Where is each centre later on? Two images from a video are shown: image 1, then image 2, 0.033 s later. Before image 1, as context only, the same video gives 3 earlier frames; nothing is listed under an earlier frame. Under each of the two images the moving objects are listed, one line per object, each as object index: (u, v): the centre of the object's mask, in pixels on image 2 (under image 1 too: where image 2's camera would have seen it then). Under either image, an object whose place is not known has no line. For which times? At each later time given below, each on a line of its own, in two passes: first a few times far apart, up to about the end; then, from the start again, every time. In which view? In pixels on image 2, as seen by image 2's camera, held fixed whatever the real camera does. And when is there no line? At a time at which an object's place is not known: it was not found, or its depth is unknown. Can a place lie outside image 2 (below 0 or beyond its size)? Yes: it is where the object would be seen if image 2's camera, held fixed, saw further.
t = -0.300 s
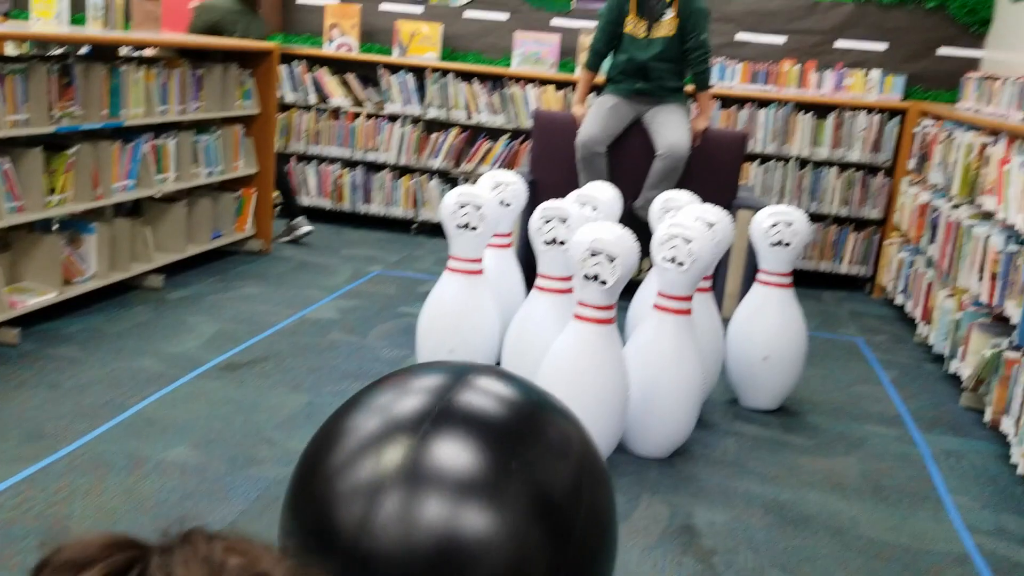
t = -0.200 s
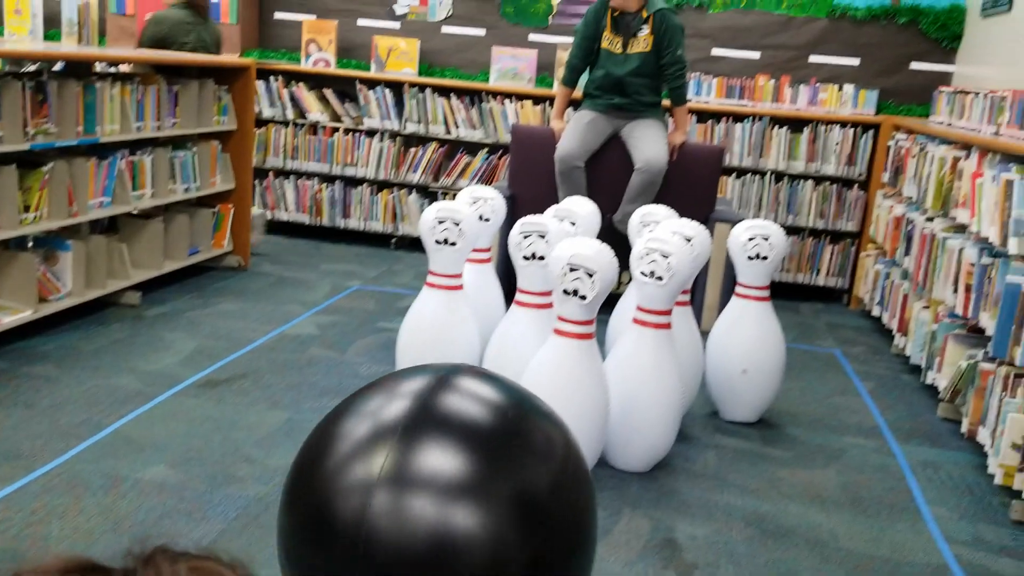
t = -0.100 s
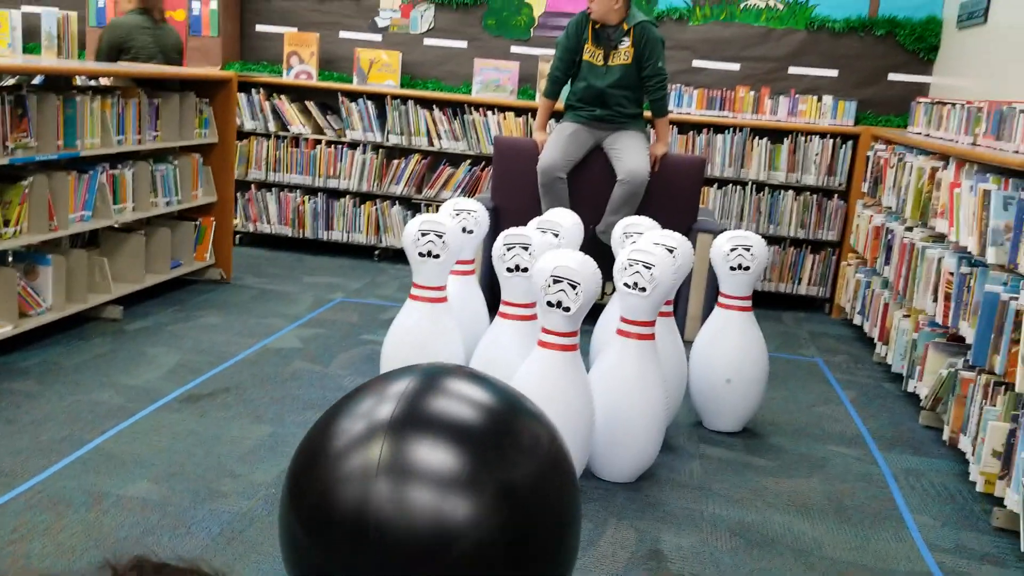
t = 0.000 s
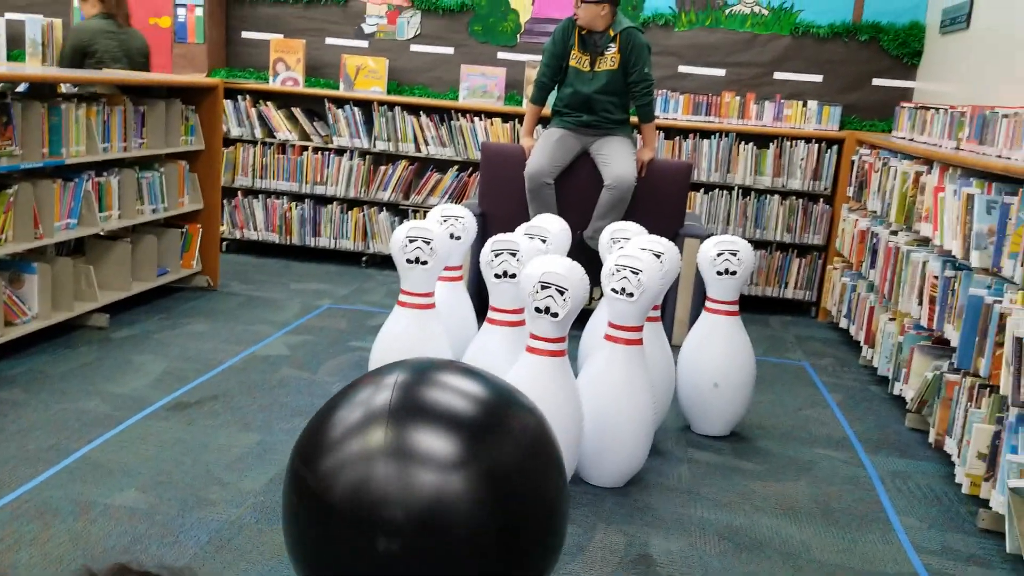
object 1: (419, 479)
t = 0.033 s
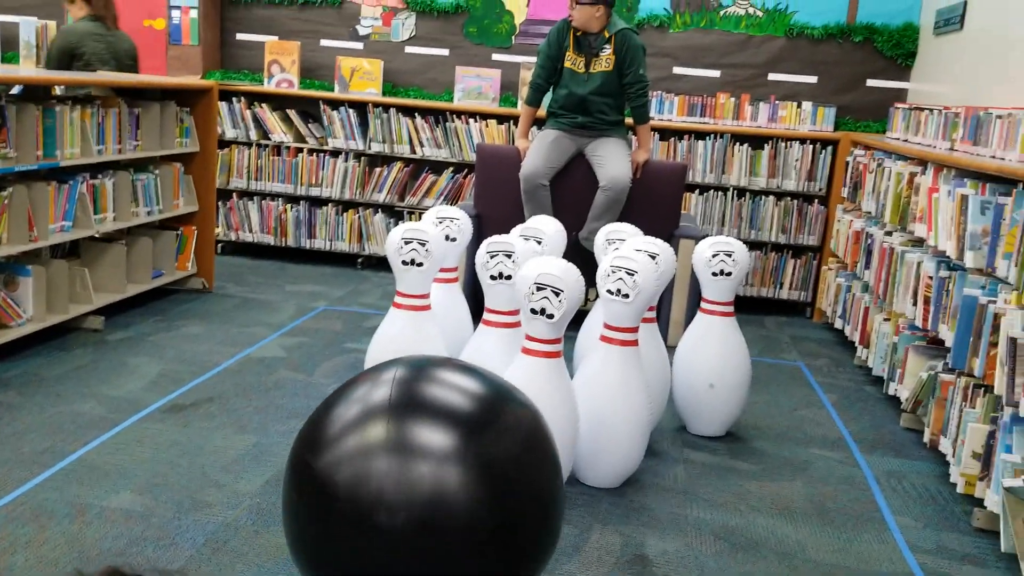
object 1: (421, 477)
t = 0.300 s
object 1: (432, 445)
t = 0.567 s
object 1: (428, 418)
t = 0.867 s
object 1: (398, 400)
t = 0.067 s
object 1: (422, 472)
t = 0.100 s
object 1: (424, 467)
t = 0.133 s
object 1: (425, 463)
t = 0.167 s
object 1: (419, 459)
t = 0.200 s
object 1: (426, 455)
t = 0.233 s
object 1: (428, 452)
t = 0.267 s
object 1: (430, 449)
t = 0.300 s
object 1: (432, 445)
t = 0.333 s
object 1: (434, 442)
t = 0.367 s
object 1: (435, 439)
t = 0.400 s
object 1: (436, 434)
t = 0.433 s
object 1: (435, 429)
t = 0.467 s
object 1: (434, 427)
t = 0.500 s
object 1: (431, 425)
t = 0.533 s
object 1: (429, 422)
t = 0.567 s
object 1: (428, 418)
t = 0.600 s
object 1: (427, 415)
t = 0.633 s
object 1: (424, 413)
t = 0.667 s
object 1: (421, 409)
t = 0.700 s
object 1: (417, 407)
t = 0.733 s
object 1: (413, 407)
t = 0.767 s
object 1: (410, 403)
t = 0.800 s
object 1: (407, 401)
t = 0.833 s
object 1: (402, 401)
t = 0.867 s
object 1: (398, 400)
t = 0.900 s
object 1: (395, 397)
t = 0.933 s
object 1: (391, 396)
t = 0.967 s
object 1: (388, 395)
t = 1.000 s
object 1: (385, 394)
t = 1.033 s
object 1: (382, 392)
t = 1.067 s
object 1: (378, 391)
